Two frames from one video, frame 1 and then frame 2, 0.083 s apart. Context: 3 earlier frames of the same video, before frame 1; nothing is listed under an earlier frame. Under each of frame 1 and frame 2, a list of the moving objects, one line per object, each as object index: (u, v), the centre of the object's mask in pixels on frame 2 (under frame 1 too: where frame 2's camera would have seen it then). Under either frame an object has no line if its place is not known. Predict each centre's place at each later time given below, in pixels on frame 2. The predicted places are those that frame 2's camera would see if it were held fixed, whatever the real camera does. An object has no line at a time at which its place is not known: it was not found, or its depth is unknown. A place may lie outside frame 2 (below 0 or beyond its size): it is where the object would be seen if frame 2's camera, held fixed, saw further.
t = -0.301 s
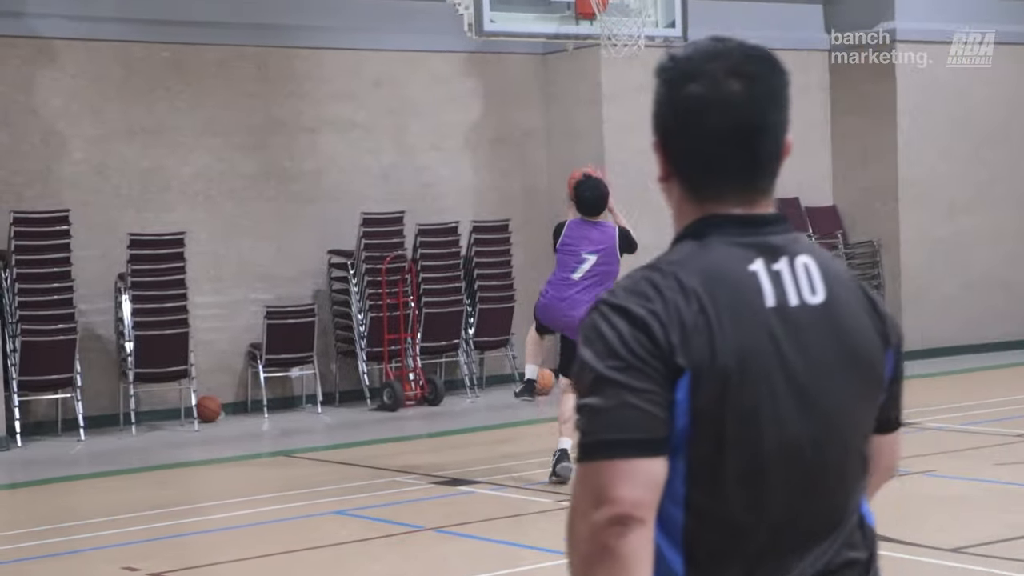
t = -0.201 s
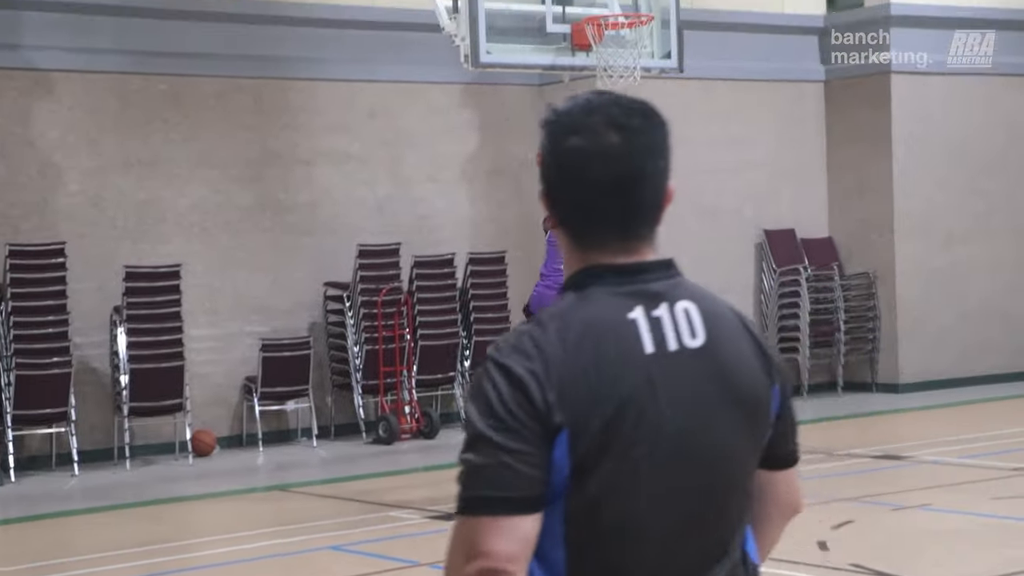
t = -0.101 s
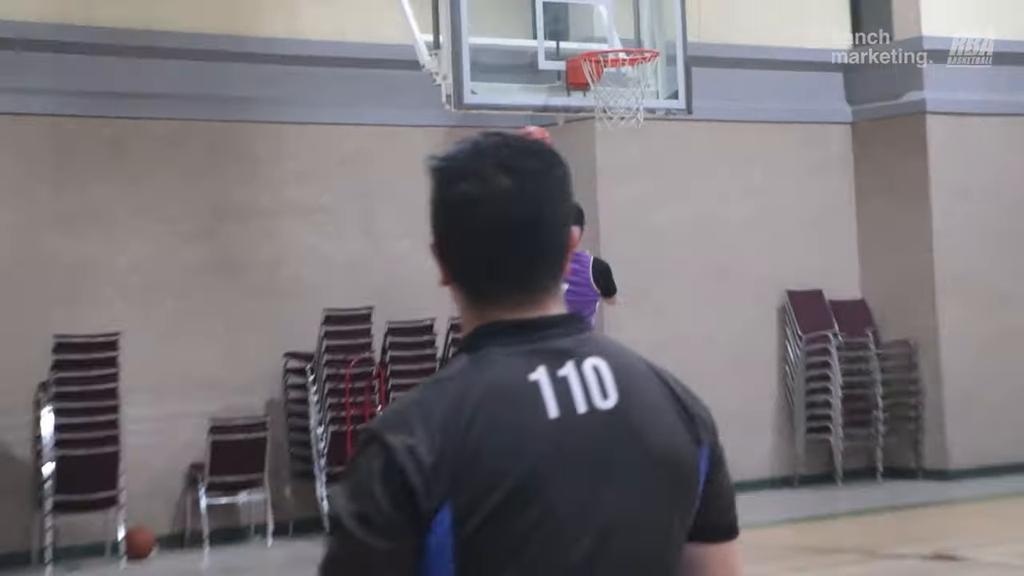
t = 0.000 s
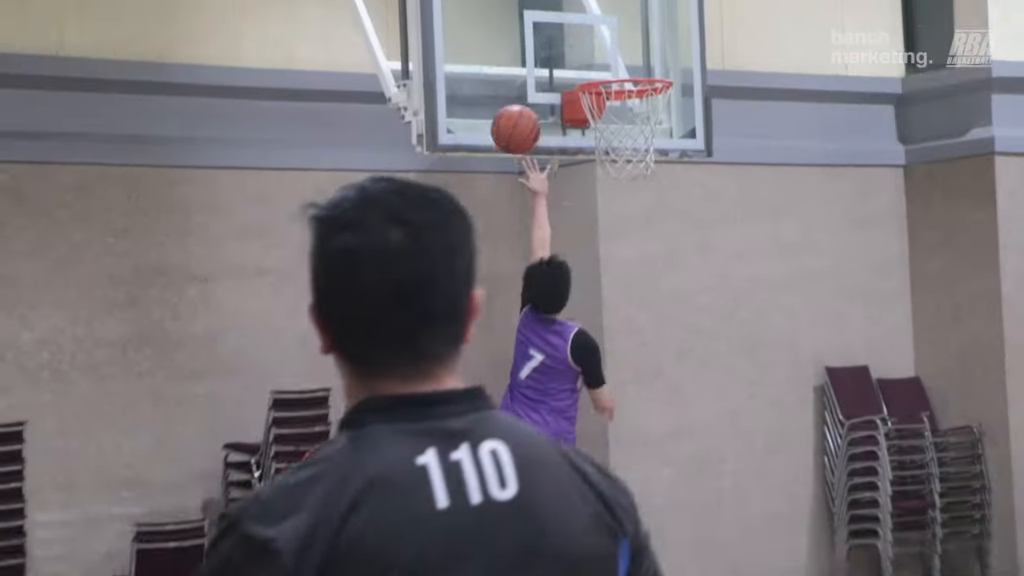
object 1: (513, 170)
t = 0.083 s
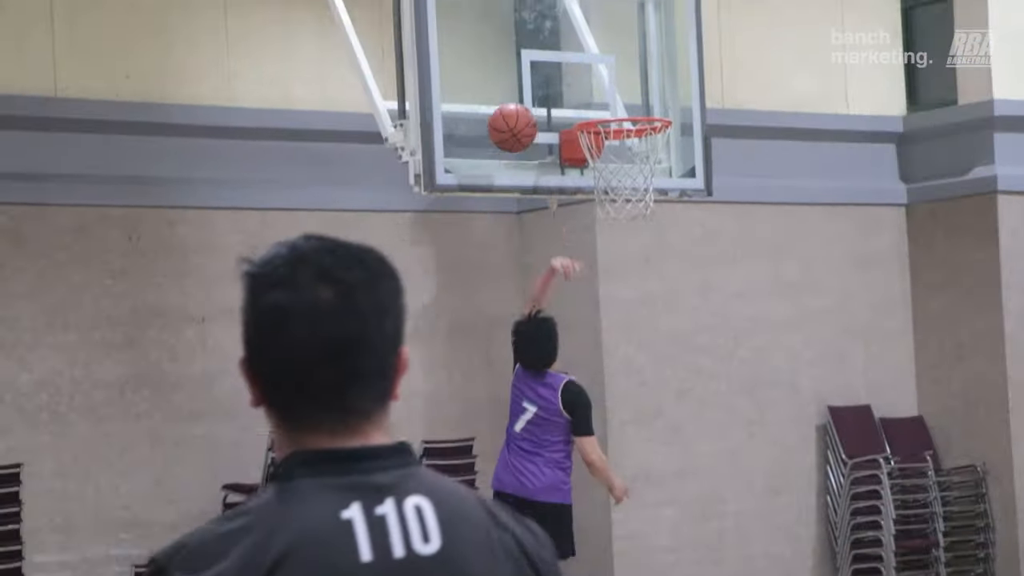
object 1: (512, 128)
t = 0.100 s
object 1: (512, 121)
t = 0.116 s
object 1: (512, 115)
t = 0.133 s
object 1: (512, 110)
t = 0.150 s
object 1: (512, 105)
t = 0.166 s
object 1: (512, 102)
